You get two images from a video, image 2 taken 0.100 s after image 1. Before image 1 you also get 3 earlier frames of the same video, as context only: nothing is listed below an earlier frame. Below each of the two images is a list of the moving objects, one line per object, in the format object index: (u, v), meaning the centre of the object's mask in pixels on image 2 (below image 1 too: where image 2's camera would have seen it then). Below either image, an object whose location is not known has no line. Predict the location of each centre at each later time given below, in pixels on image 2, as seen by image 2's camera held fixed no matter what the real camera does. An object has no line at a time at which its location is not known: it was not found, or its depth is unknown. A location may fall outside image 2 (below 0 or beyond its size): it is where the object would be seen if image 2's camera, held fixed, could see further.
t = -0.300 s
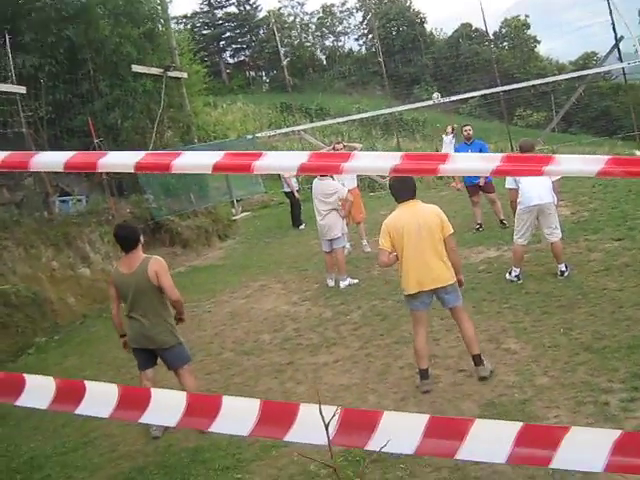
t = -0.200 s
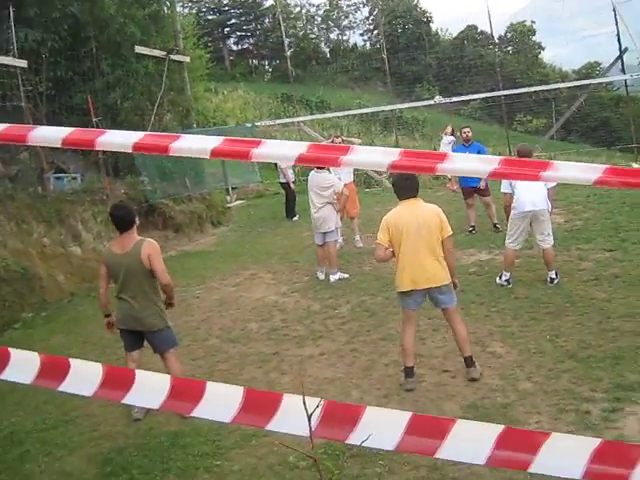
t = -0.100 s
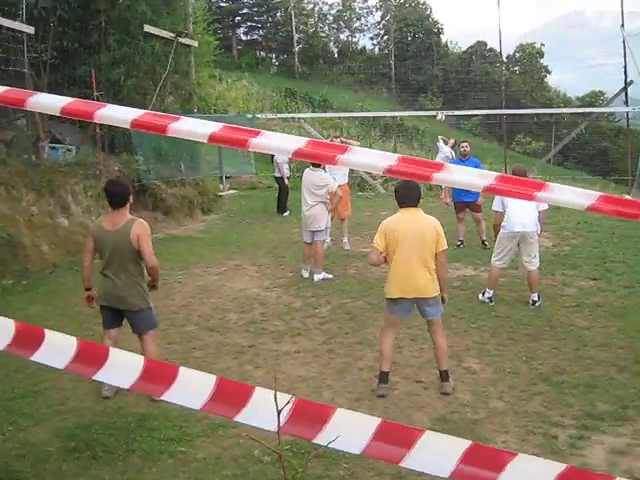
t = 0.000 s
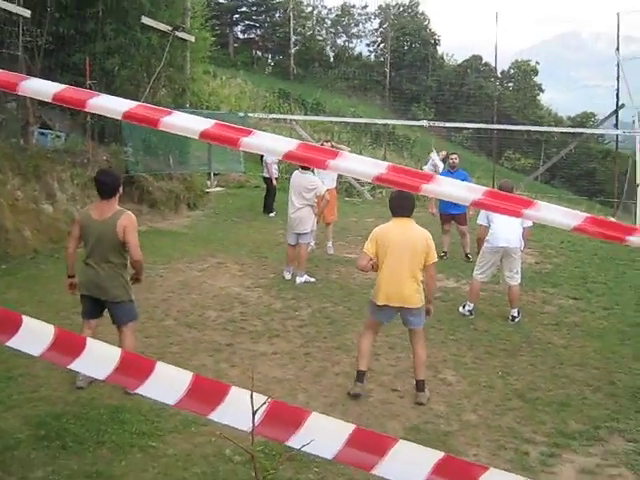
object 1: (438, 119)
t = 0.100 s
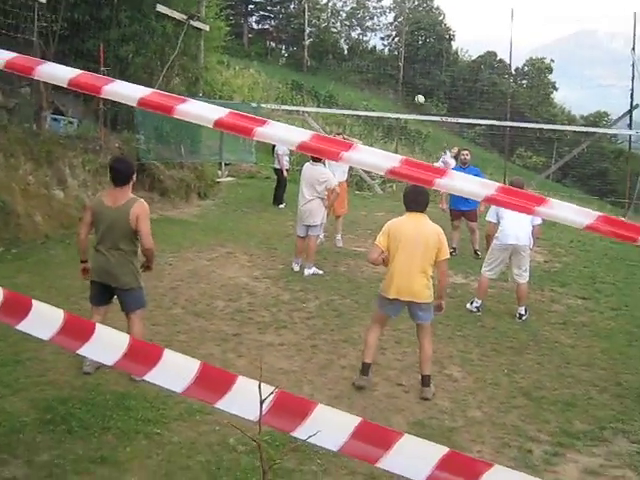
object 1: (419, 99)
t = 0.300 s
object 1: (375, 68)
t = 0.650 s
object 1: (248, 59)
